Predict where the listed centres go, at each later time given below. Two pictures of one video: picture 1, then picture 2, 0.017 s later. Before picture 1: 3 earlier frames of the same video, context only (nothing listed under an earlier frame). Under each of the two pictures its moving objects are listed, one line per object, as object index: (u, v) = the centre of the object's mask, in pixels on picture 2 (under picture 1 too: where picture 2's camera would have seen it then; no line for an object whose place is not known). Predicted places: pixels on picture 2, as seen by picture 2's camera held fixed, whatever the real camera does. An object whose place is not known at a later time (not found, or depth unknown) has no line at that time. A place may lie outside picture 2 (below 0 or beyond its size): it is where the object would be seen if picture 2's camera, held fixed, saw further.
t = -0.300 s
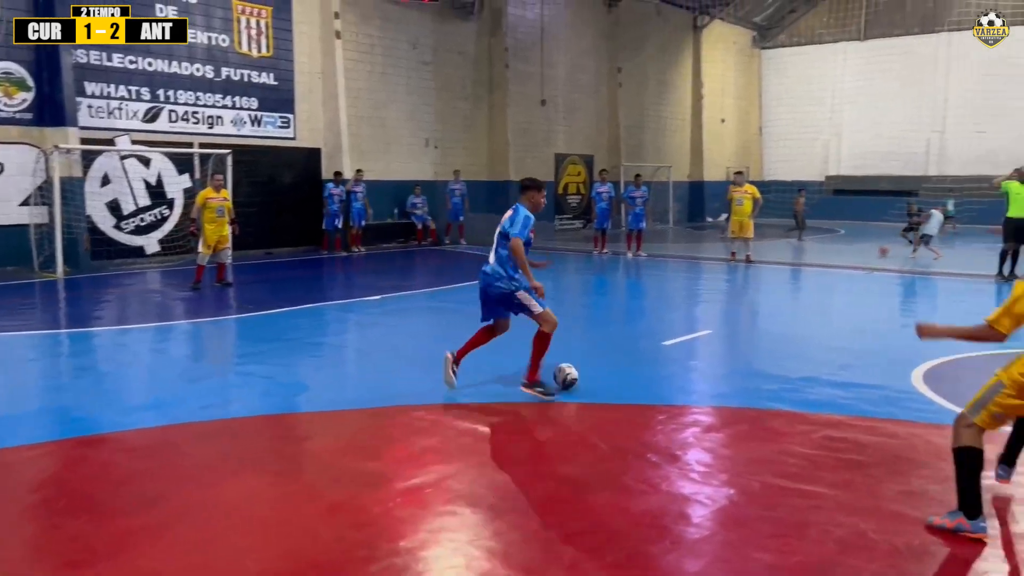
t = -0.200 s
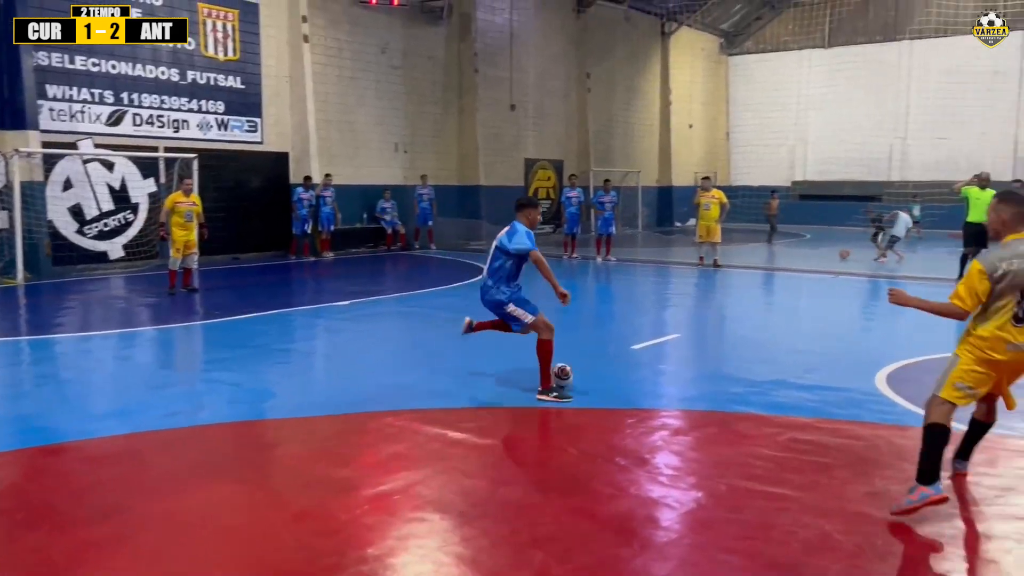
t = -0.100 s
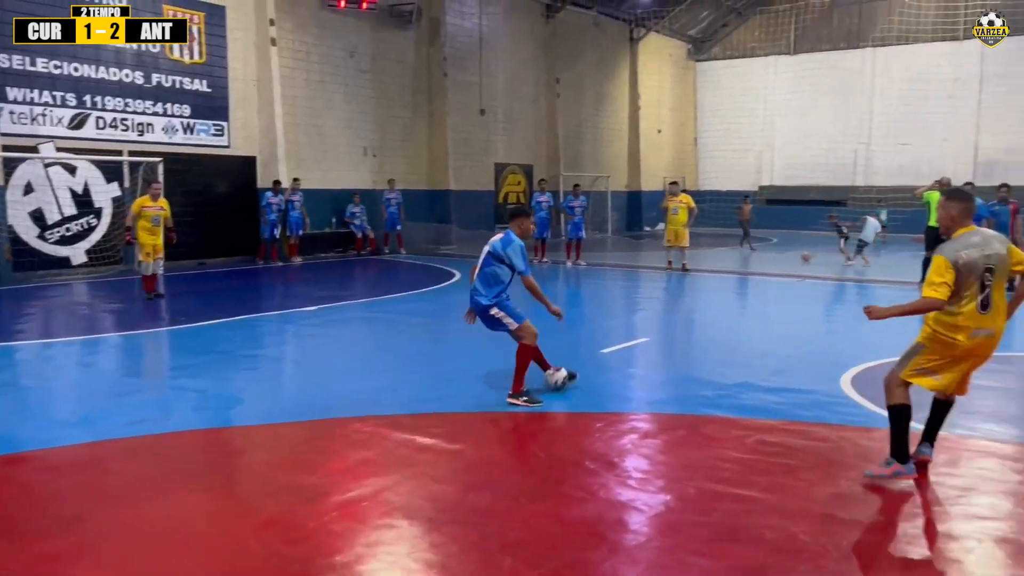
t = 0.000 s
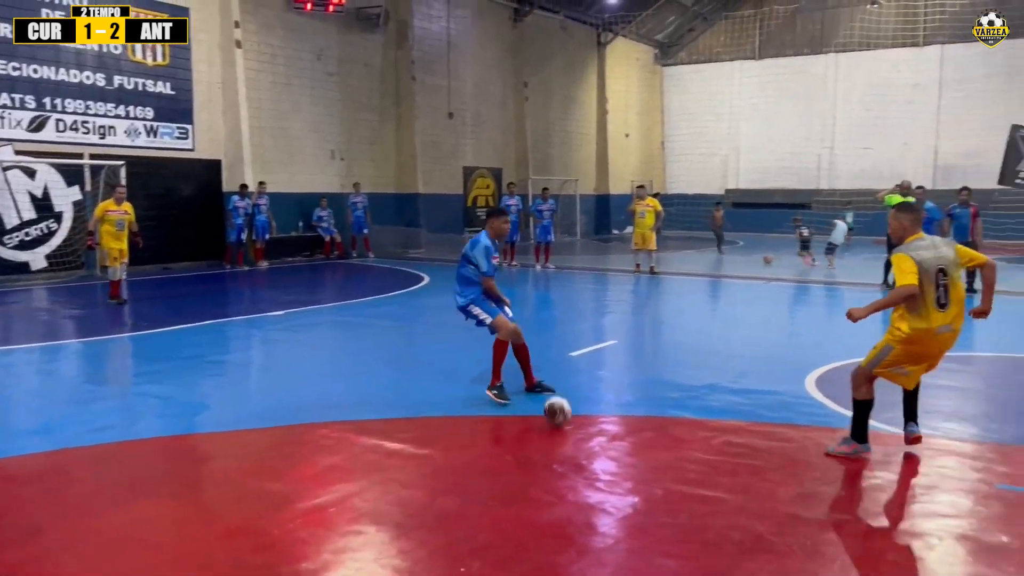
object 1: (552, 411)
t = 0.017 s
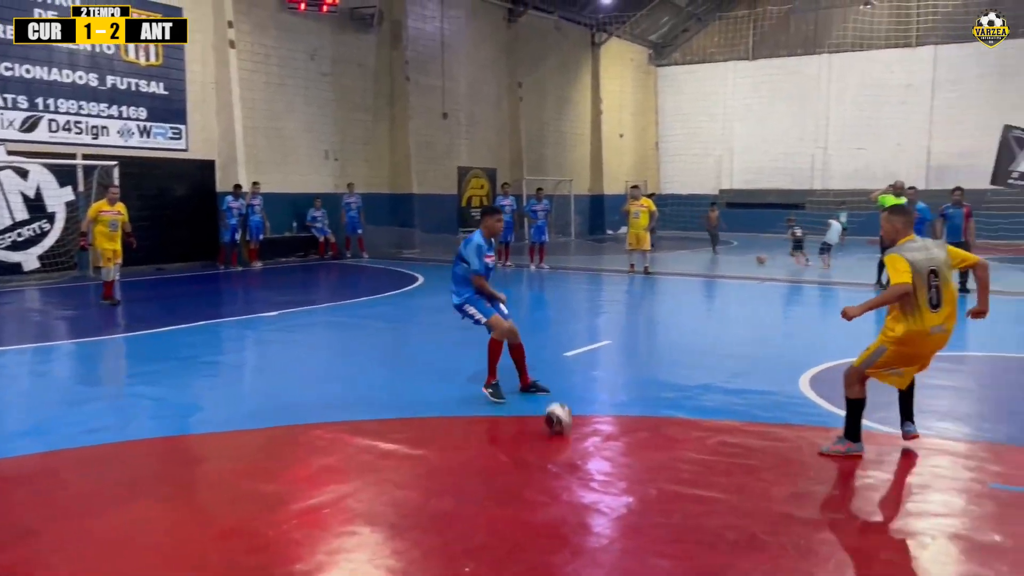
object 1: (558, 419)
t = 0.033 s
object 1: (565, 424)
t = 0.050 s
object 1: (571, 429)
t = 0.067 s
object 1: (579, 435)
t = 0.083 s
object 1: (587, 442)
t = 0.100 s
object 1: (595, 450)
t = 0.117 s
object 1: (604, 457)
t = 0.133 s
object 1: (613, 464)
